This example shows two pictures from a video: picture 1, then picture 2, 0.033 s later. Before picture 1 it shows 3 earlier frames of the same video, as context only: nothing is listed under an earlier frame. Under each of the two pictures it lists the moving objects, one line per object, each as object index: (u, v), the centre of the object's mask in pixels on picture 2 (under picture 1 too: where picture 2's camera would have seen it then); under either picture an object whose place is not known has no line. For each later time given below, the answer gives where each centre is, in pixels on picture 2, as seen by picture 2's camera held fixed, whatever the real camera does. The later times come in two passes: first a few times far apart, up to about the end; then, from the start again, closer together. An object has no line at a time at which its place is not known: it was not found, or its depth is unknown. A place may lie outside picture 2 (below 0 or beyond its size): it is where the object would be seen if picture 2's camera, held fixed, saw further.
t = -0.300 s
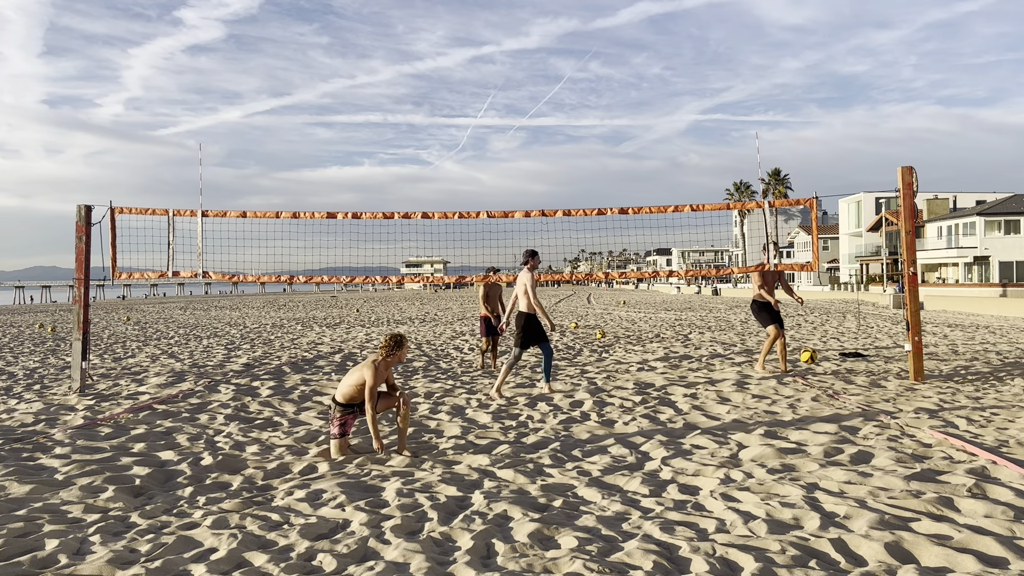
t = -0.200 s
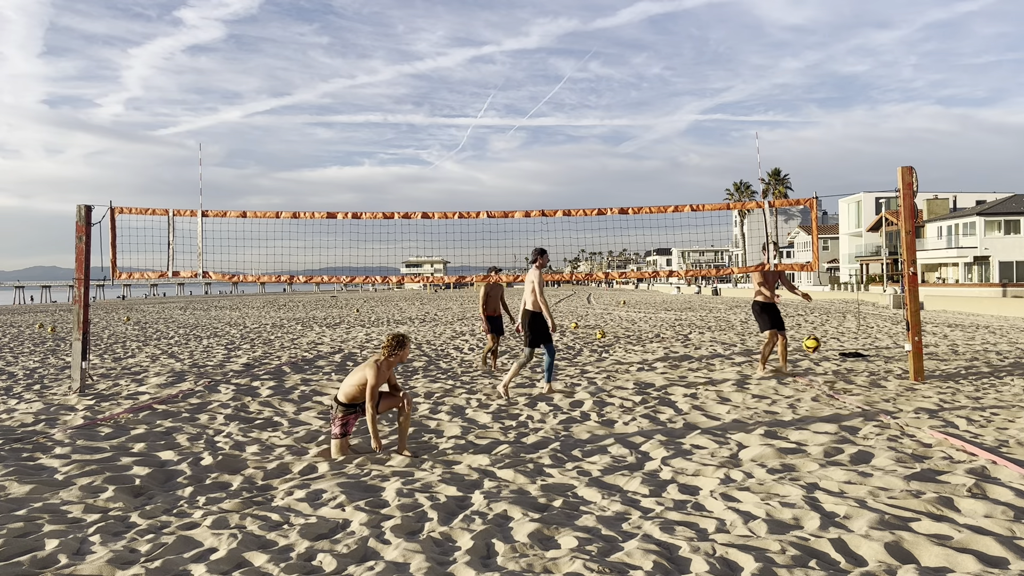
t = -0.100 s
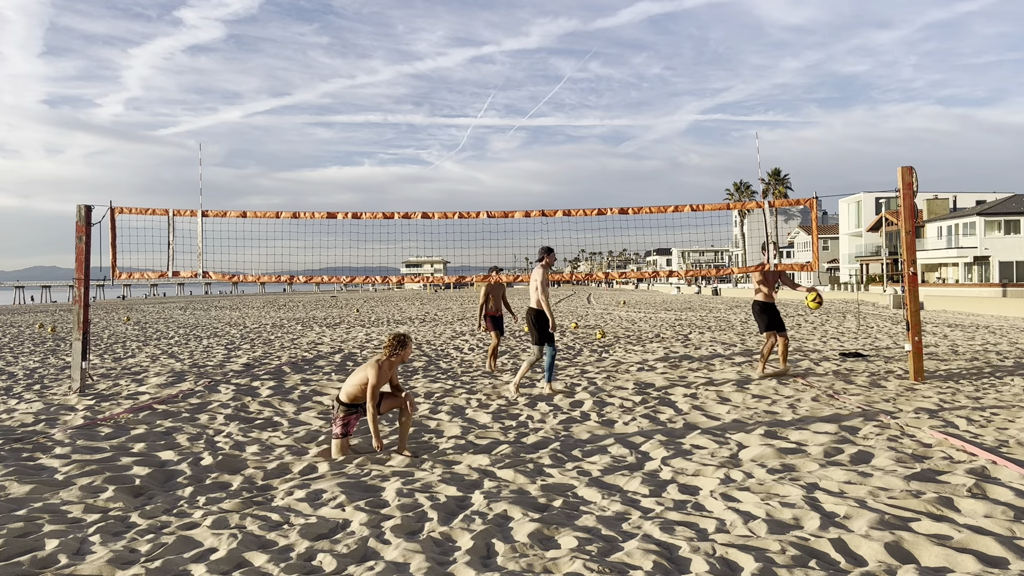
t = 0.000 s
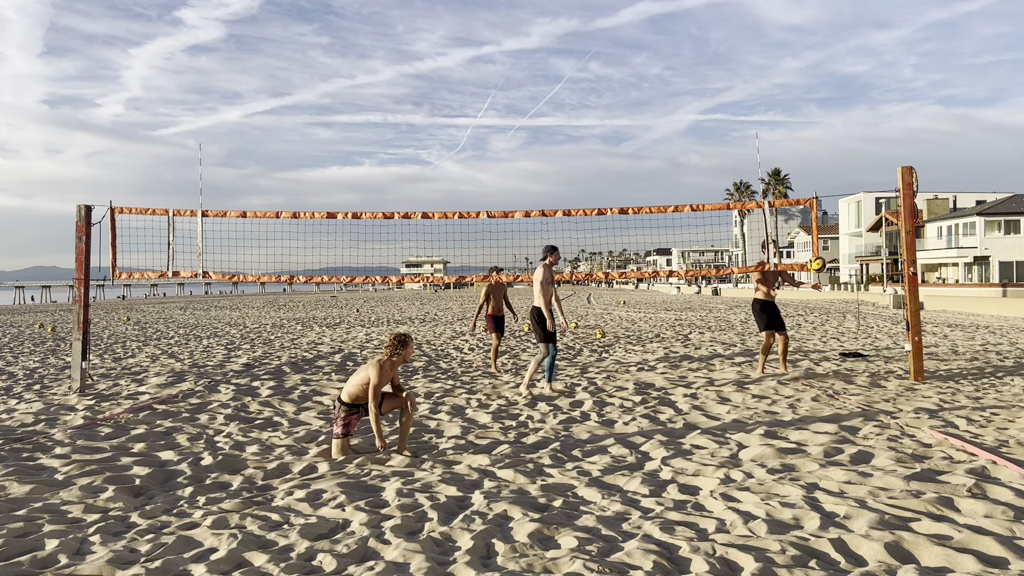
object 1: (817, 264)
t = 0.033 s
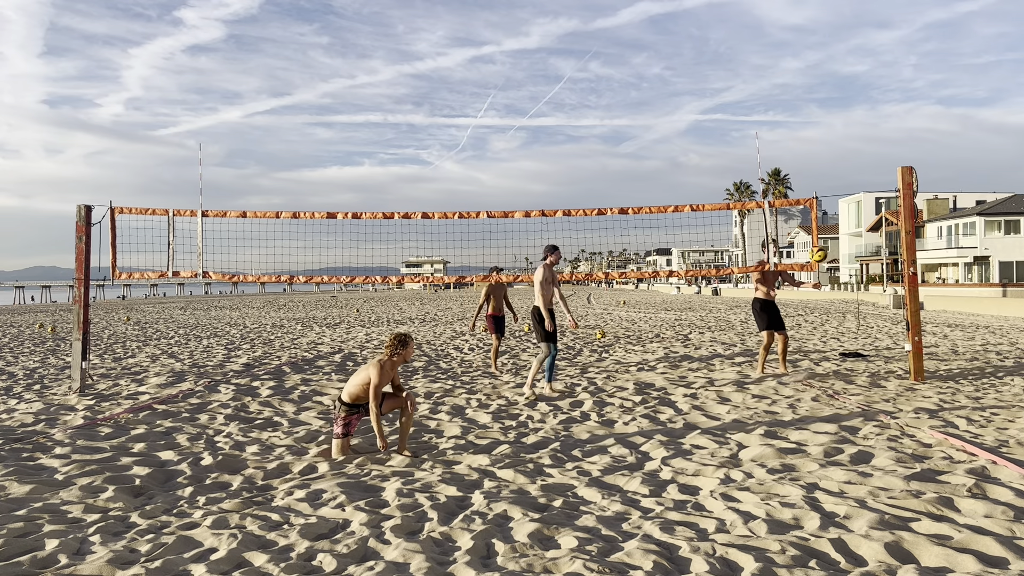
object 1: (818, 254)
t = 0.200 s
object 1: (824, 214)
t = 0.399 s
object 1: (834, 194)
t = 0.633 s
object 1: (847, 216)
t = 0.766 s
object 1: (856, 251)
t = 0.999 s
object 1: (873, 359)
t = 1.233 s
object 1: (889, 365)
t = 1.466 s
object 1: (903, 328)
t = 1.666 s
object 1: (917, 340)
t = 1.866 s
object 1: (932, 392)
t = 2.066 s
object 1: (951, 404)
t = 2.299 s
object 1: (971, 409)
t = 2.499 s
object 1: (983, 410)
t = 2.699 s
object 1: (990, 410)
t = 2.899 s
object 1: (997, 410)
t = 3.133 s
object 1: (998, 410)
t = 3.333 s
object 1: (993, 411)
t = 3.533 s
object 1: (994, 410)
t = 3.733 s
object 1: (994, 410)
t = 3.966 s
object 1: (993, 411)
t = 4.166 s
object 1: (995, 411)
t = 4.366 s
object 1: (994, 411)
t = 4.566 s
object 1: (993, 411)
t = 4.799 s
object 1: (993, 411)
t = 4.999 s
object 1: (994, 411)
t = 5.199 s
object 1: (993, 411)
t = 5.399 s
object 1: (993, 411)
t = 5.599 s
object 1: (993, 411)
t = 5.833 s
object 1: (993, 411)
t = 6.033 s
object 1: (994, 411)
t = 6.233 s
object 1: (994, 411)
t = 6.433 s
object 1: (994, 411)
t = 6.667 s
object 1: (994, 411)
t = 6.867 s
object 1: (994, 411)
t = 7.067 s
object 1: (993, 411)
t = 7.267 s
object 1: (994, 411)
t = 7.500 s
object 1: (993, 411)
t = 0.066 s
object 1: (819, 244)
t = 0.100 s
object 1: (820, 235)
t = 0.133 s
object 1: (822, 228)
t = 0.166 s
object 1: (823, 220)
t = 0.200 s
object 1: (824, 214)
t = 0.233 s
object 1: (826, 208)
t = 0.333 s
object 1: (831, 197)
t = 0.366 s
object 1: (832, 195)
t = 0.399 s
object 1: (834, 194)
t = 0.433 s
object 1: (836, 194)
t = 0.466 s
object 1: (837, 195)
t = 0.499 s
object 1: (839, 197)
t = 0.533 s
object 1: (841, 200)
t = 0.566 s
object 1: (843, 204)
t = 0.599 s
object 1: (845, 209)
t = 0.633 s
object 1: (847, 216)
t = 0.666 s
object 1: (849, 223)
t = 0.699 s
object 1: (851, 231)
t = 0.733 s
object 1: (854, 241)
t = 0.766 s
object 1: (856, 251)
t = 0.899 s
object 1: (866, 305)
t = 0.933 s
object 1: (868, 322)
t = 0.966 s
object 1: (871, 340)
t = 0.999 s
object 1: (873, 359)
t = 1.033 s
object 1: (876, 379)
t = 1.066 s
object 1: (879, 400)
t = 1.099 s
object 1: (881, 411)
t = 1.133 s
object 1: (883, 397)
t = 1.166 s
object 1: (885, 385)
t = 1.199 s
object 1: (887, 375)
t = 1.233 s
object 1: (889, 365)
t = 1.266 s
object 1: (891, 356)
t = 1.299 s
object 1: (893, 348)
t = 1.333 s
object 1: (895, 342)
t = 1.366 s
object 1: (897, 337)
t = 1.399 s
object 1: (899, 333)
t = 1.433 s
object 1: (901, 330)
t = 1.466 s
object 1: (903, 328)
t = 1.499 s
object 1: (905, 328)
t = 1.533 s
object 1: (907, 328)
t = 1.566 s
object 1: (910, 330)
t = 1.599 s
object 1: (912, 332)
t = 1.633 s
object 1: (915, 335)
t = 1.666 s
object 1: (917, 340)
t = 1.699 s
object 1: (920, 346)
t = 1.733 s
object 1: (922, 353)
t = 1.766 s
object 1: (925, 361)
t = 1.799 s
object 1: (927, 370)
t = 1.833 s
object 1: (929, 381)
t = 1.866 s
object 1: (932, 392)
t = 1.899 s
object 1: (934, 406)
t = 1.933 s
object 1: (938, 408)
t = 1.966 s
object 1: (941, 406)
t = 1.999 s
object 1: (944, 404)
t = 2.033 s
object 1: (948, 404)
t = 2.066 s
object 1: (951, 404)
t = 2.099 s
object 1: (955, 406)
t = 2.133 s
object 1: (959, 408)
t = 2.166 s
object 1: (962, 408)
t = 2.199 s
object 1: (964, 408)
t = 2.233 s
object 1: (967, 408)
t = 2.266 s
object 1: (969, 408)
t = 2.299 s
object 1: (971, 409)
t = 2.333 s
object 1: (974, 410)
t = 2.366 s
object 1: (976, 411)
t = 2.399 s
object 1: (978, 411)
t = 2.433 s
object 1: (980, 410)
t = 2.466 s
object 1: (981, 410)
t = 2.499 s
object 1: (983, 410)
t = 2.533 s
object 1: (984, 410)
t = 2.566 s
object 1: (985, 409)
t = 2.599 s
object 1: (986, 409)
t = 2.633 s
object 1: (987, 409)
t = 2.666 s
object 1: (989, 409)
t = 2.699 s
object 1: (990, 410)
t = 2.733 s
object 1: (990, 410)
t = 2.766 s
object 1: (992, 410)
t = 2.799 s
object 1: (993, 410)
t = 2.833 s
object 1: (995, 410)
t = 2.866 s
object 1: (996, 410)
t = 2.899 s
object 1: (997, 410)
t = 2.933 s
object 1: (998, 410)
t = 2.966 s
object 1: (998, 410)
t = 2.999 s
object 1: (998, 410)
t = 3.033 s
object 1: (998, 410)
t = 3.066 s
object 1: (998, 410)
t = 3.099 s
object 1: (998, 410)
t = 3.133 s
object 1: (998, 410)
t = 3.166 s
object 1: (998, 410)
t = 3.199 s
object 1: (997, 410)
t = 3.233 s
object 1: (996, 411)
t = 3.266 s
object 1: (995, 411)
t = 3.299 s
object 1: (994, 411)
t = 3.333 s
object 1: (993, 411)
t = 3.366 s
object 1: (993, 411)
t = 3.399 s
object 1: (993, 410)
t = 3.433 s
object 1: (993, 410)
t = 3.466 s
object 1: (993, 410)
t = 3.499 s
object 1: (993, 410)
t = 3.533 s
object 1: (994, 410)
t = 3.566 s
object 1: (994, 410)
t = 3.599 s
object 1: (994, 409)
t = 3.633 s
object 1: (994, 410)
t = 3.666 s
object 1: (994, 410)
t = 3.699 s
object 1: (994, 410)
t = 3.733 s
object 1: (994, 410)
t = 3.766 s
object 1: (993, 410)
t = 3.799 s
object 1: (993, 410)
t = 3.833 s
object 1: (993, 410)
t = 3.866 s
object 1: (993, 411)
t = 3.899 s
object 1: (993, 410)
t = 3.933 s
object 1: (993, 411)
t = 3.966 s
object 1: (993, 411)
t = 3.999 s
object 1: (994, 411)
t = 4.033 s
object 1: (994, 411)
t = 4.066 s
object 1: (995, 411)
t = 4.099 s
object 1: (995, 411)
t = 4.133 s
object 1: (995, 411)
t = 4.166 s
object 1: (995, 411)
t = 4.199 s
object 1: (995, 411)
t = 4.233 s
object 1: (994, 411)
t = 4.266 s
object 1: (994, 411)
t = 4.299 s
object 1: (994, 411)
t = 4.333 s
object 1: (994, 411)
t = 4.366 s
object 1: (994, 411)
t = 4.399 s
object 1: (994, 411)
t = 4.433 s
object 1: (993, 411)
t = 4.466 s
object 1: (993, 411)
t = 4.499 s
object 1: (993, 411)
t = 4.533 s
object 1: (993, 411)
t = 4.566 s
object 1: (993, 411)
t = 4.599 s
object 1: (993, 411)
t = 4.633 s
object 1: (993, 411)
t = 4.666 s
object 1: (993, 411)
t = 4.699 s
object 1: (993, 411)
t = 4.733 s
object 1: (993, 411)
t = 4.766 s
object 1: (993, 411)
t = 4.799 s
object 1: (993, 411)
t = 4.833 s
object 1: (993, 411)
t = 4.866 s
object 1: (993, 411)
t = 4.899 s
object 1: (993, 411)
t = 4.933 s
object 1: (994, 411)
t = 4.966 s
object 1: (994, 411)
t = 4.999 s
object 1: (994, 411)
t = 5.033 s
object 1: (994, 411)
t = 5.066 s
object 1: (993, 411)
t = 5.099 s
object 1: (994, 411)
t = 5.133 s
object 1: (993, 411)
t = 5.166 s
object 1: (993, 411)
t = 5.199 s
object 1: (993, 411)
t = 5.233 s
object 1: (993, 411)
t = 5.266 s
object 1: (993, 411)
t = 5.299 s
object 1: (993, 411)
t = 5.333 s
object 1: (993, 411)
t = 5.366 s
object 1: (993, 411)
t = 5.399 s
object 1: (993, 411)
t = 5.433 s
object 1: (993, 411)
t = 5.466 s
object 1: (993, 411)
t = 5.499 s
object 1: (993, 411)
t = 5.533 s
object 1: (993, 411)
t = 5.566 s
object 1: (993, 411)
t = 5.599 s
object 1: (993, 411)
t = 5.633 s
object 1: (993, 411)
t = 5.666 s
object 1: (993, 411)
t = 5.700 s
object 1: (993, 411)
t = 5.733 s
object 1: (994, 411)
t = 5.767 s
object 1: (993, 411)
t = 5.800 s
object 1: (994, 411)
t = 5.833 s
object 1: (993, 411)
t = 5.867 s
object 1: (993, 411)
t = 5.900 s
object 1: (993, 411)
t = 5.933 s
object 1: (993, 411)
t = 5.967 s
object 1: (993, 411)
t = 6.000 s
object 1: (994, 411)
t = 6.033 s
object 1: (994, 411)
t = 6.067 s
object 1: (994, 411)
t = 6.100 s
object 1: (993, 411)
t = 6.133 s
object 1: (993, 411)
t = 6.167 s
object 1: (994, 411)
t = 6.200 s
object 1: (994, 411)
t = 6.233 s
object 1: (994, 411)
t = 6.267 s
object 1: (994, 411)
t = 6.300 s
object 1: (994, 411)
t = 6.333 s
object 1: (994, 411)
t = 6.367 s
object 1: (993, 411)
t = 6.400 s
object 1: (994, 411)
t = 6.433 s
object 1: (994, 411)
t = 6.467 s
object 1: (994, 411)
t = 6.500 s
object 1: (994, 411)
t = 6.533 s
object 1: (993, 411)
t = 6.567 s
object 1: (994, 411)
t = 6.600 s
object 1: (993, 411)
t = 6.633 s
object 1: (993, 411)
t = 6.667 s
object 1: (994, 411)
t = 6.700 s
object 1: (994, 411)
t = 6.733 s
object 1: (993, 411)
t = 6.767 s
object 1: (994, 411)
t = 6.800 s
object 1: (993, 411)
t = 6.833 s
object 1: (993, 411)
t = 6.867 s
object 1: (994, 411)
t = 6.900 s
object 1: (993, 411)
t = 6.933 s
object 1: (993, 411)
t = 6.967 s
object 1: (993, 411)
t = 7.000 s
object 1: (993, 411)
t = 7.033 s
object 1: (993, 411)
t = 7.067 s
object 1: (993, 411)
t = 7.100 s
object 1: (993, 411)
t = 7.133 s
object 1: (993, 411)
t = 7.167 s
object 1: (993, 411)
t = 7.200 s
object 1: (993, 411)
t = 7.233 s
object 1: (994, 411)
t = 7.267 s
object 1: (994, 411)
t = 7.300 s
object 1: (993, 411)
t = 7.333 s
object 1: (994, 411)
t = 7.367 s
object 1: (994, 411)
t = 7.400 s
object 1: (993, 411)
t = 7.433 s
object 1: (994, 411)
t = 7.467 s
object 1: (993, 411)
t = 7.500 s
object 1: (993, 411)
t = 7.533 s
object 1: (993, 411)
